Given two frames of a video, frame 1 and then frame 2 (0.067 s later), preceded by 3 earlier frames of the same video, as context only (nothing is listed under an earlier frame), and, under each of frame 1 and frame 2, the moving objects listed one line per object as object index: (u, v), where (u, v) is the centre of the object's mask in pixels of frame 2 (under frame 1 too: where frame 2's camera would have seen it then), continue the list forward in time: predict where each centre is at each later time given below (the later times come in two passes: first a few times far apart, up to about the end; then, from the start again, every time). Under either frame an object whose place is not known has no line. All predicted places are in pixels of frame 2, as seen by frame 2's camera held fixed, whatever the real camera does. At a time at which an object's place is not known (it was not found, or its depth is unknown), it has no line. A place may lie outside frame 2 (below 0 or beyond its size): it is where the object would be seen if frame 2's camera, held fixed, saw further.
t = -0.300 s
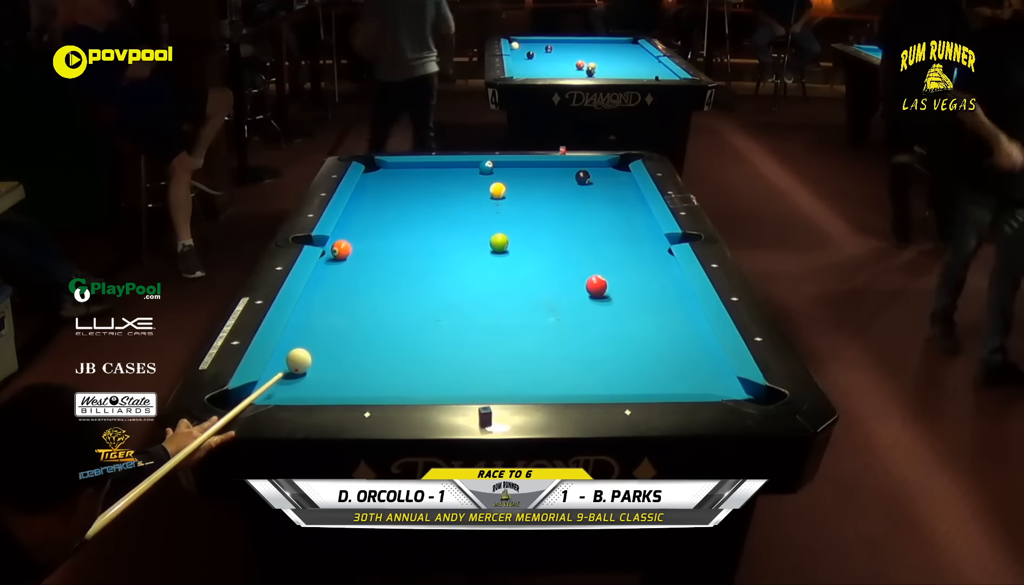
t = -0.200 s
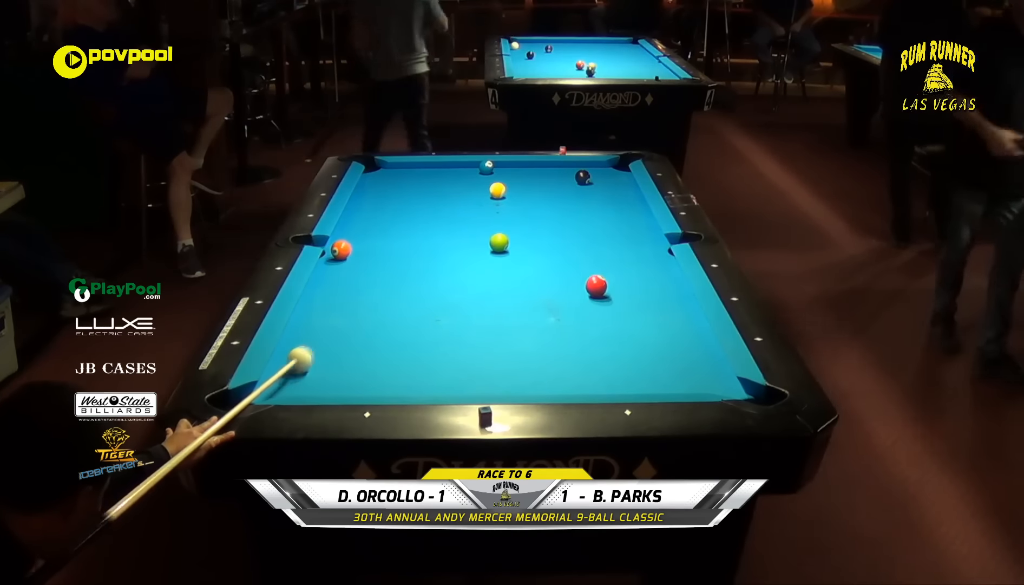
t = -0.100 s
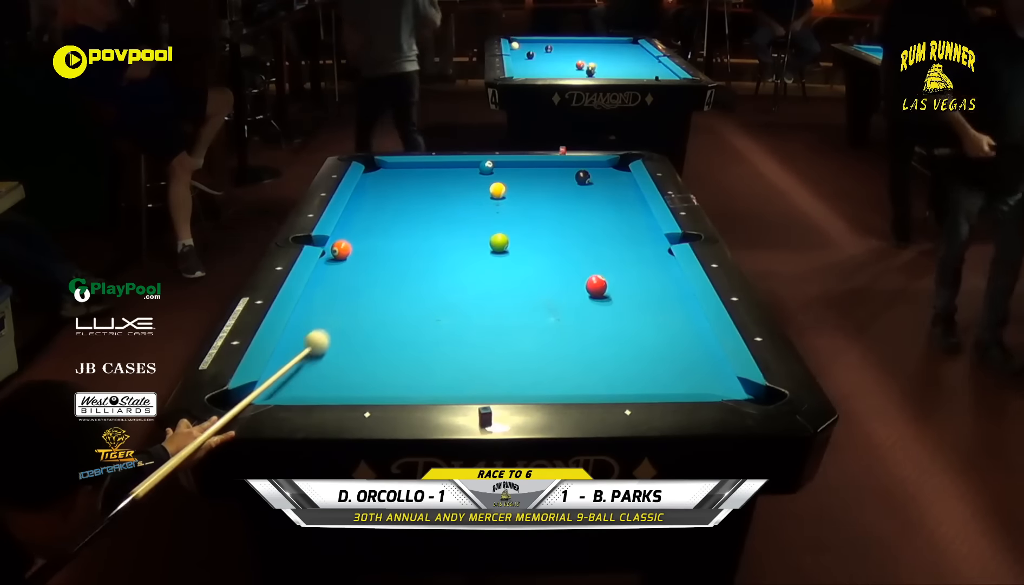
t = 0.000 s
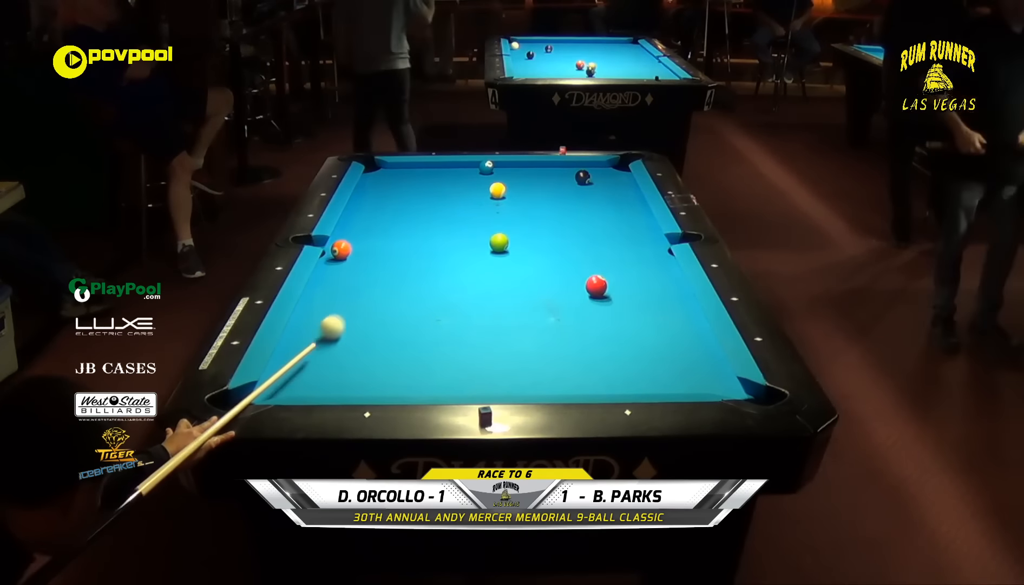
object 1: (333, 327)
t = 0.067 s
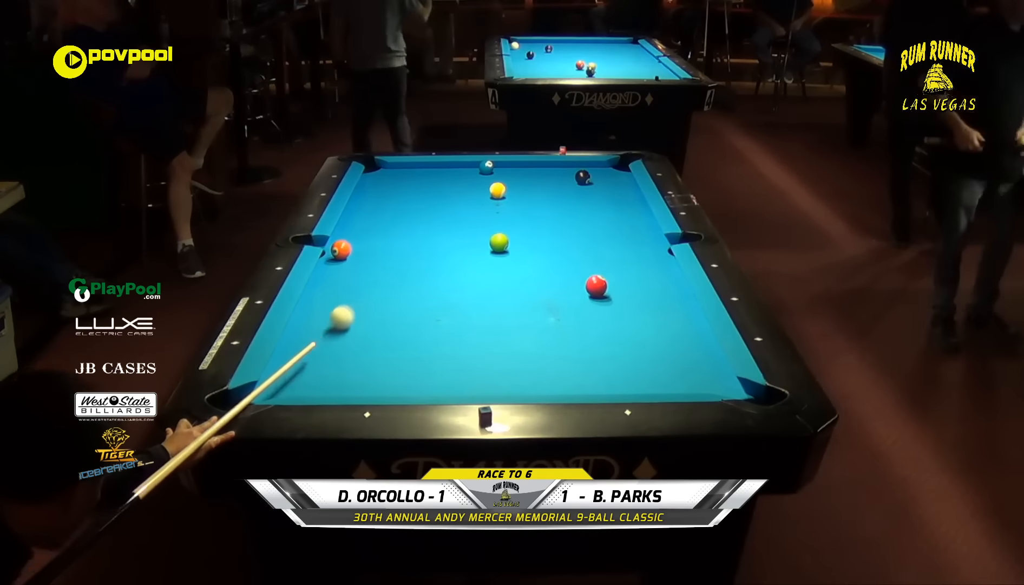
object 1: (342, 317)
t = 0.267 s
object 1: (368, 291)
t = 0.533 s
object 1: (398, 262)
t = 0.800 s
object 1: (423, 238)
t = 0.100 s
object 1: (347, 313)
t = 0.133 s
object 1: (351, 308)
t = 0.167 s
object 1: (356, 304)
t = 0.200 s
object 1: (360, 300)
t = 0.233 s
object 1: (364, 295)
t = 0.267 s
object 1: (368, 291)
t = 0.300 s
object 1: (372, 287)
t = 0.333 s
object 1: (376, 284)
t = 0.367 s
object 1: (380, 280)
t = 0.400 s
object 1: (384, 276)
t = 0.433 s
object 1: (387, 273)
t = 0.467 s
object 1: (391, 269)
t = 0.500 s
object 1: (394, 266)
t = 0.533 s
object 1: (398, 262)
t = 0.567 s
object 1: (401, 259)
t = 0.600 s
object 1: (405, 256)
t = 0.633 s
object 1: (408, 253)
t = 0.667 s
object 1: (411, 249)
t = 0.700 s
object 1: (414, 246)
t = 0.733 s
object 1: (417, 243)
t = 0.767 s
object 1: (420, 241)
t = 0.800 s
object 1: (423, 238)
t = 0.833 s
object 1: (425, 235)
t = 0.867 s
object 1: (428, 232)
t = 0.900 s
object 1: (431, 230)
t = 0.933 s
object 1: (433, 227)
